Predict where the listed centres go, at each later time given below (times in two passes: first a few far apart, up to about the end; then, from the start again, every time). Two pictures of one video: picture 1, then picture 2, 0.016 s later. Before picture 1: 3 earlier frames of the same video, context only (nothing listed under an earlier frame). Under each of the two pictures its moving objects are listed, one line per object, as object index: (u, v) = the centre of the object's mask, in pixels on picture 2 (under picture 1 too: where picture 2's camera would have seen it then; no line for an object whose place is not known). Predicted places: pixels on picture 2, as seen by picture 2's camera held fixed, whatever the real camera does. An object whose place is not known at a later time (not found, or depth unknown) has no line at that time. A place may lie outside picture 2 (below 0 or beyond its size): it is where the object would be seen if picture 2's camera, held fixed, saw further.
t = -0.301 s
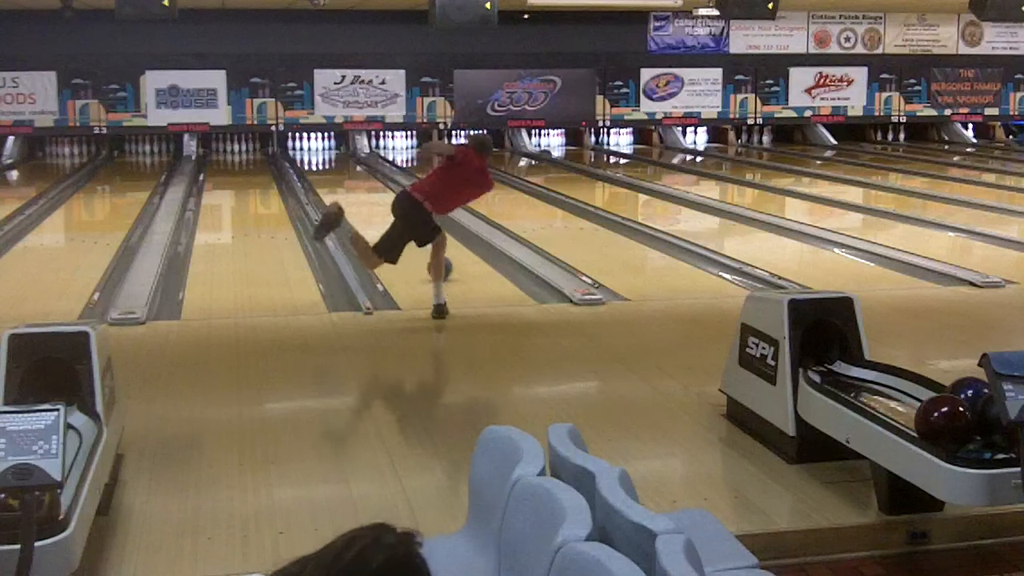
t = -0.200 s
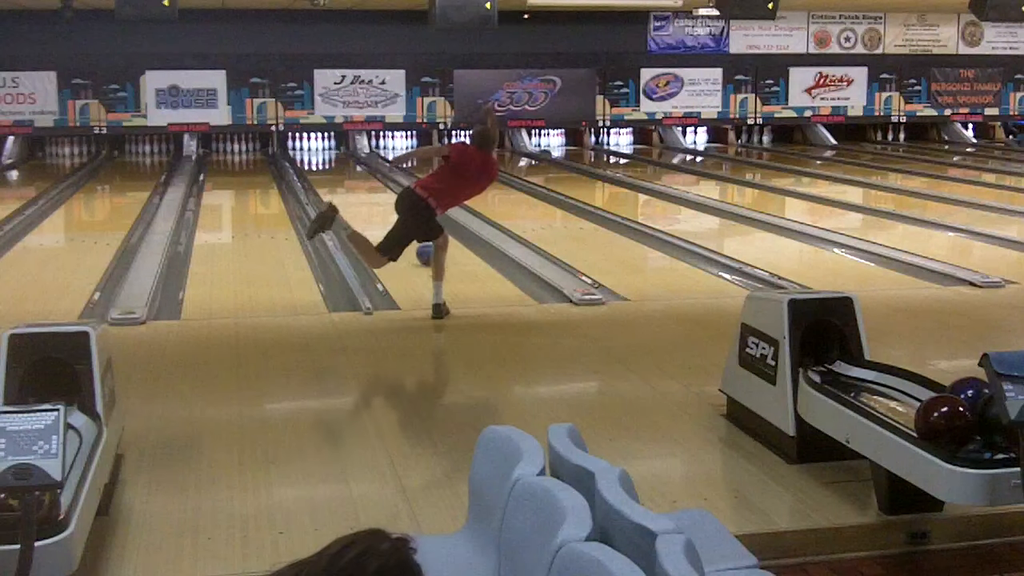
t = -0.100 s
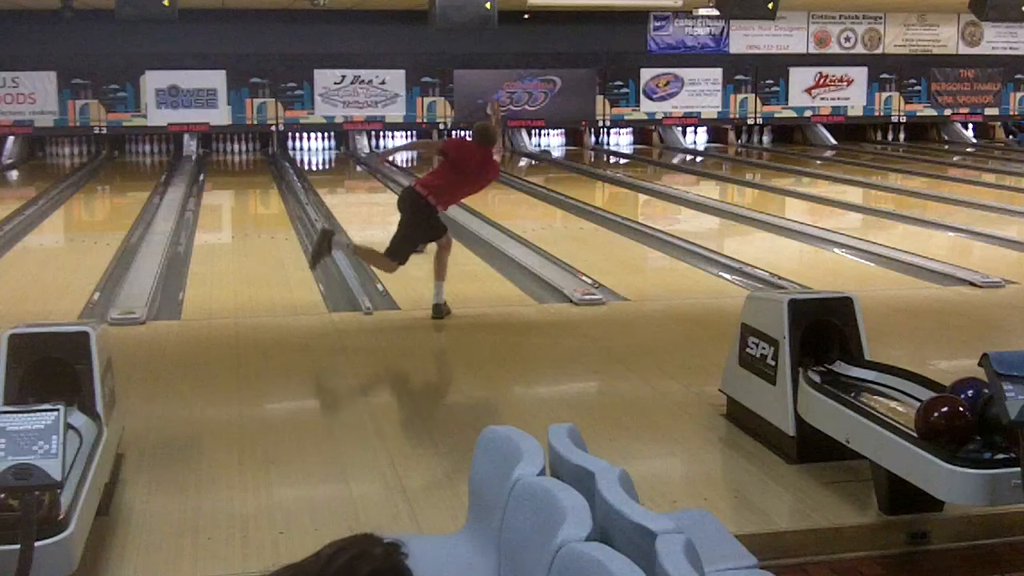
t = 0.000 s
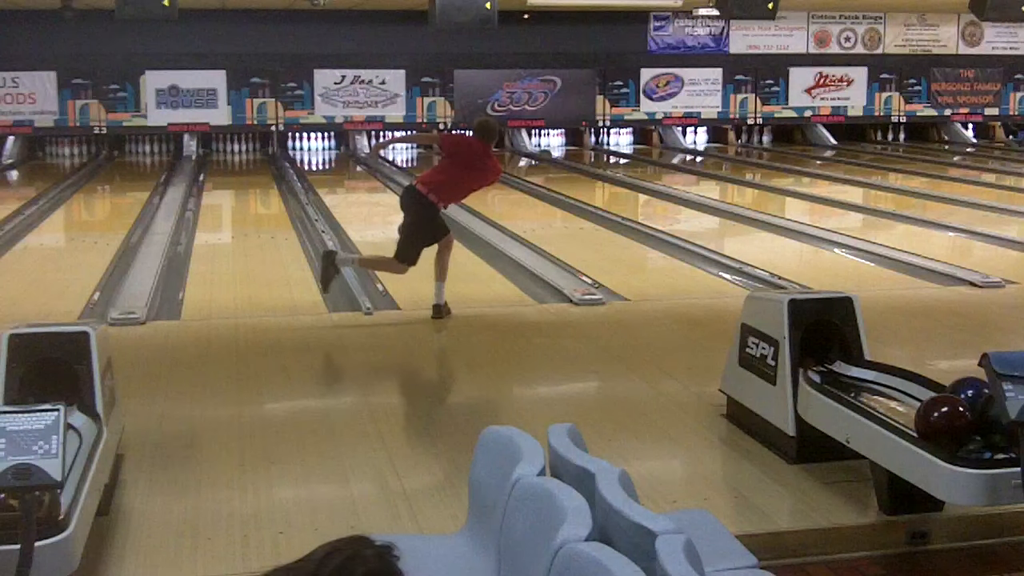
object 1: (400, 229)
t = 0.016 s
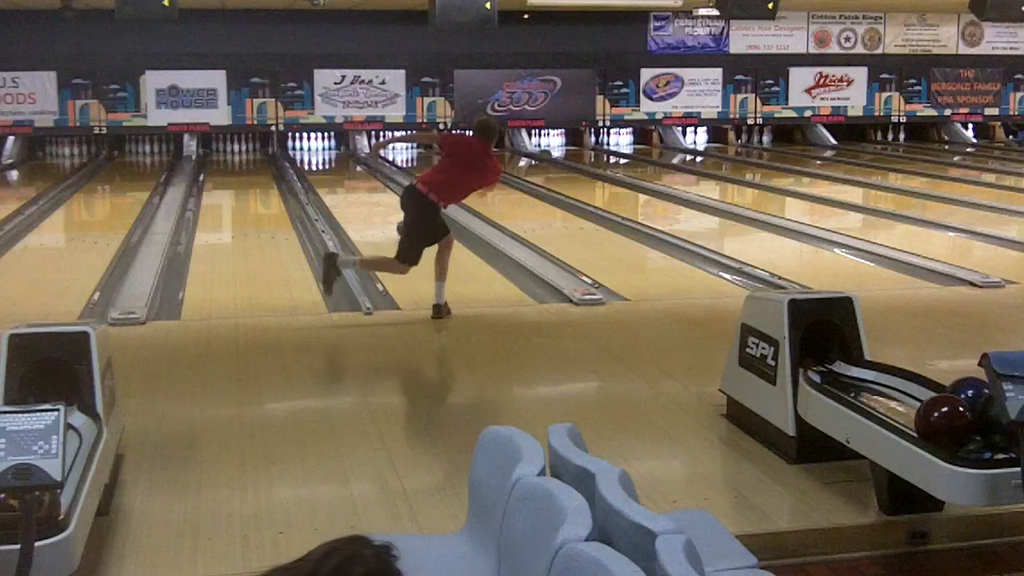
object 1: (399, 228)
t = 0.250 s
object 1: (388, 209)
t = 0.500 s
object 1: (373, 192)
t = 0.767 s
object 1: (359, 179)
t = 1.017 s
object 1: (349, 169)
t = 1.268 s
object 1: (336, 160)
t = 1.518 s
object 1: (327, 154)
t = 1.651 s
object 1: (321, 149)
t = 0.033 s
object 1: (399, 226)
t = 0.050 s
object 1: (399, 226)
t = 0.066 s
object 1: (399, 224)
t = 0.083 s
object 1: (398, 223)
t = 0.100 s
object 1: (398, 221)
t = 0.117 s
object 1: (397, 220)
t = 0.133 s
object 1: (396, 218)
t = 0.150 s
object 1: (395, 217)
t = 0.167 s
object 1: (394, 215)
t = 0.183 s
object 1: (393, 214)
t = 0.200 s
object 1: (391, 213)
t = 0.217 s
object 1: (390, 211)
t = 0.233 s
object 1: (389, 210)
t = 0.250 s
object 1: (388, 209)
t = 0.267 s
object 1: (387, 208)
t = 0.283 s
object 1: (386, 207)
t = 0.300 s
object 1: (385, 205)
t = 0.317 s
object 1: (383, 204)
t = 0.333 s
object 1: (382, 203)
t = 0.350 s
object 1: (381, 202)
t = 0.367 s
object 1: (380, 200)
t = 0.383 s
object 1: (379, 199)
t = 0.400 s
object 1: (379, 198)
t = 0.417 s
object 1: (377, 197)
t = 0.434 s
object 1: (376, 197)
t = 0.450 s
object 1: (375, 195)
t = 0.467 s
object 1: (374, 194)
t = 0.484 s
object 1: (374, 193)
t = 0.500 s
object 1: (373, 192)
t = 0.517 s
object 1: (372, 191)
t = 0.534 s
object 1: (371, 190)
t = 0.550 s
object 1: (370, 189)
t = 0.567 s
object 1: (369, 188)
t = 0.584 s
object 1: (369, 187)
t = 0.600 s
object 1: (367, 187)
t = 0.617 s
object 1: (366, 186)
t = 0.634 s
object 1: (365, 186)
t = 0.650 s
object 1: (364, 184)
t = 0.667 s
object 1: (364, 184)
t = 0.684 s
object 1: (363, 183)
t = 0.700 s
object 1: (362, 182)
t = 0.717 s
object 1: (361, 181)
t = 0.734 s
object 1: (360, 180)
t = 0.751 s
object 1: (360, 179)
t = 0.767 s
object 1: (359, 179)
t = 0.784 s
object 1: (359, 179)
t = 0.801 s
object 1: (358, 178)
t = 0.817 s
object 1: (358, 178)
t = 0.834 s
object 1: (357, 177)
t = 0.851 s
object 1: (356, 176)
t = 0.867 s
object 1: (356, 175)
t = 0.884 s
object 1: (355, 175)
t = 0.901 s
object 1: (355, 175)
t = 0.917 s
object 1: (353, 173)
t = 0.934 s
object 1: (352, 172)
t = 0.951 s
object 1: (351, 171)
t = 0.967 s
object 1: (350, 170)
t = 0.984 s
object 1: (349, 170)
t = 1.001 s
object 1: (349, 170)
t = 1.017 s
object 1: (349, 169)
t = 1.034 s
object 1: (349, 169)
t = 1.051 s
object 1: (349, 168)
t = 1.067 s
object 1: (349, 168)
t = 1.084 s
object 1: (349, 168)
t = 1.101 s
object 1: (347, 168)
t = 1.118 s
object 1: (347, 167)
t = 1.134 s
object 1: (346, 167)
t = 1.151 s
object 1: (344, 166)
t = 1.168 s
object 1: (343, 166)
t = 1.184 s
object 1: (343, 166)
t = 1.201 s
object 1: (343, 165)
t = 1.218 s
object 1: (340, 162)
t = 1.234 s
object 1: (339, 162)
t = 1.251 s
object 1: (337, 161)
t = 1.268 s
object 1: (336, 160)
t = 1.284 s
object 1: (336, 160)
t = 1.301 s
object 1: (336, 160)
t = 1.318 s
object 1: (335, 159)
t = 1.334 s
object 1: (335, 159)
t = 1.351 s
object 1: (334, 159)
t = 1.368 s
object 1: (333, 158)
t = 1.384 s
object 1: (333, 158)
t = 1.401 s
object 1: (331, 157)
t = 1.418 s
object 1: (330, 157)
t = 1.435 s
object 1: (330, 157)
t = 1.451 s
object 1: (330, 156)
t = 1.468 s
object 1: (329, 155)
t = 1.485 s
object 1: (328, 155)
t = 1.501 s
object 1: (328, 154)
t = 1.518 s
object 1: (327, 154)
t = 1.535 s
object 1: (326, 153)
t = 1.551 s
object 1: (326, 152)
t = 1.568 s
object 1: (325, 152)
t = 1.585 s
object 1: (325, 152)
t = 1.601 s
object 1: (324, 151)
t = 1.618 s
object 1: (323, 150)
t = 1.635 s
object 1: (322, 150)
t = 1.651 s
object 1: (321, 149)
